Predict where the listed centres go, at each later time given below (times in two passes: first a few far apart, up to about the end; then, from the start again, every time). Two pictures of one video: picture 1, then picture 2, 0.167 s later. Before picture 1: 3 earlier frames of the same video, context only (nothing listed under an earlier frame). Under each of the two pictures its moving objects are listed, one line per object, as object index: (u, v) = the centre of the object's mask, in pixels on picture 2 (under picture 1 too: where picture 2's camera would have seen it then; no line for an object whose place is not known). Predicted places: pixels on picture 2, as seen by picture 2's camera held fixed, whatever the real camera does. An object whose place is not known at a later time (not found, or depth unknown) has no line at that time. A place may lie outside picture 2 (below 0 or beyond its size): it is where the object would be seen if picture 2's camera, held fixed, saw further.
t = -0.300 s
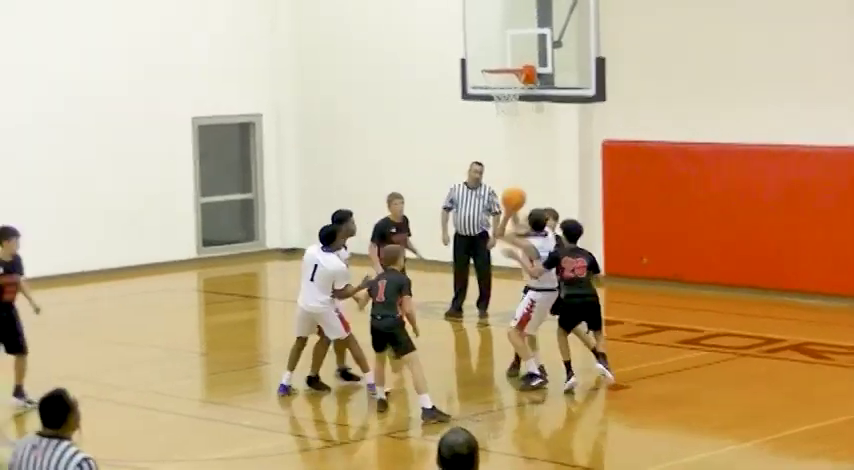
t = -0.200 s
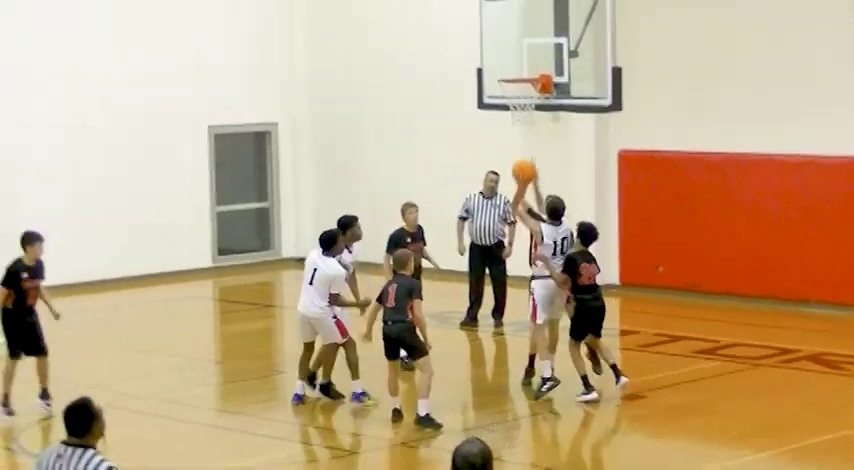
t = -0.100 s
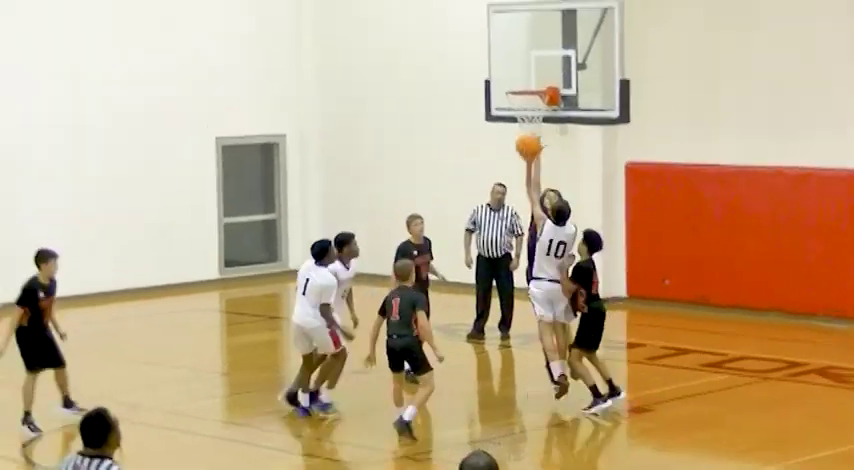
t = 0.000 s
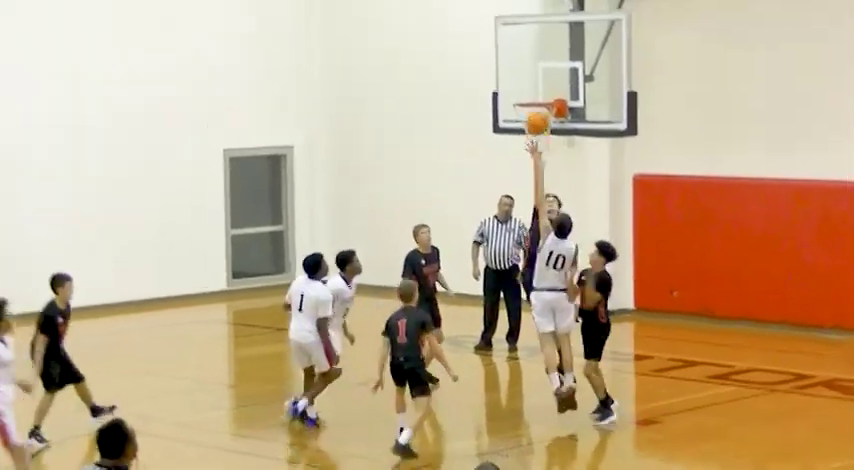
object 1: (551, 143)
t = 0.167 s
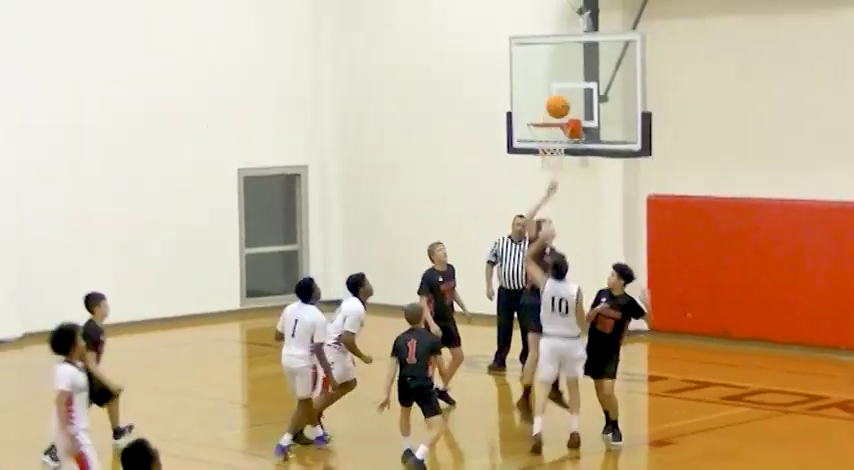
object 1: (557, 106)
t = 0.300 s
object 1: (562, 99)
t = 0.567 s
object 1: (583, 124)
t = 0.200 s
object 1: (559, 102)
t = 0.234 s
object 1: (560, 100)
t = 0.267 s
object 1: (561, 99)
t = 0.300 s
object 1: (562, 99)
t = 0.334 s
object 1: (563, 99)
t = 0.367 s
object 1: (565, 100)
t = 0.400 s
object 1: (566, 103)
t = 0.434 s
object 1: (567, 108)
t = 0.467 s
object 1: (568, 114)
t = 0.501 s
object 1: (569, 118)
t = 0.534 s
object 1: (574, 124)
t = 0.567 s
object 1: (583, 124)
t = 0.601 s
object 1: (591, 127)
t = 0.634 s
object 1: (597, 132)
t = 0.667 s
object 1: (604, 137)
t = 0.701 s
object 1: (613, 145)
